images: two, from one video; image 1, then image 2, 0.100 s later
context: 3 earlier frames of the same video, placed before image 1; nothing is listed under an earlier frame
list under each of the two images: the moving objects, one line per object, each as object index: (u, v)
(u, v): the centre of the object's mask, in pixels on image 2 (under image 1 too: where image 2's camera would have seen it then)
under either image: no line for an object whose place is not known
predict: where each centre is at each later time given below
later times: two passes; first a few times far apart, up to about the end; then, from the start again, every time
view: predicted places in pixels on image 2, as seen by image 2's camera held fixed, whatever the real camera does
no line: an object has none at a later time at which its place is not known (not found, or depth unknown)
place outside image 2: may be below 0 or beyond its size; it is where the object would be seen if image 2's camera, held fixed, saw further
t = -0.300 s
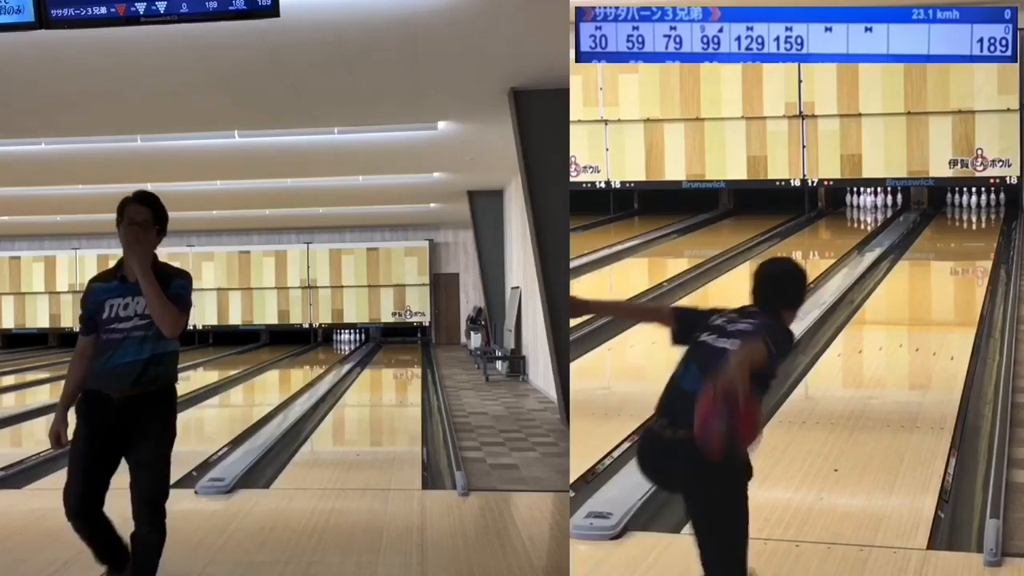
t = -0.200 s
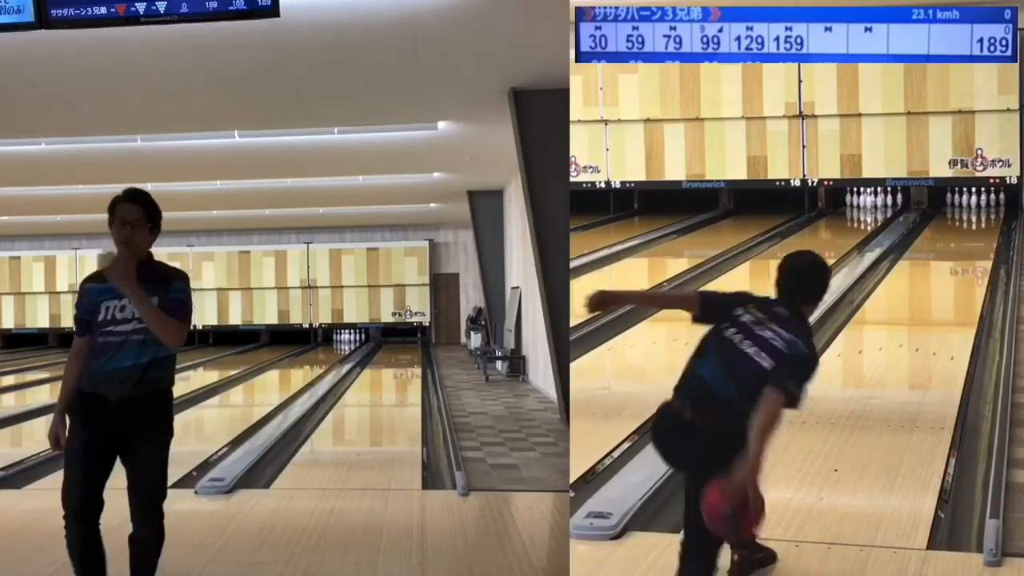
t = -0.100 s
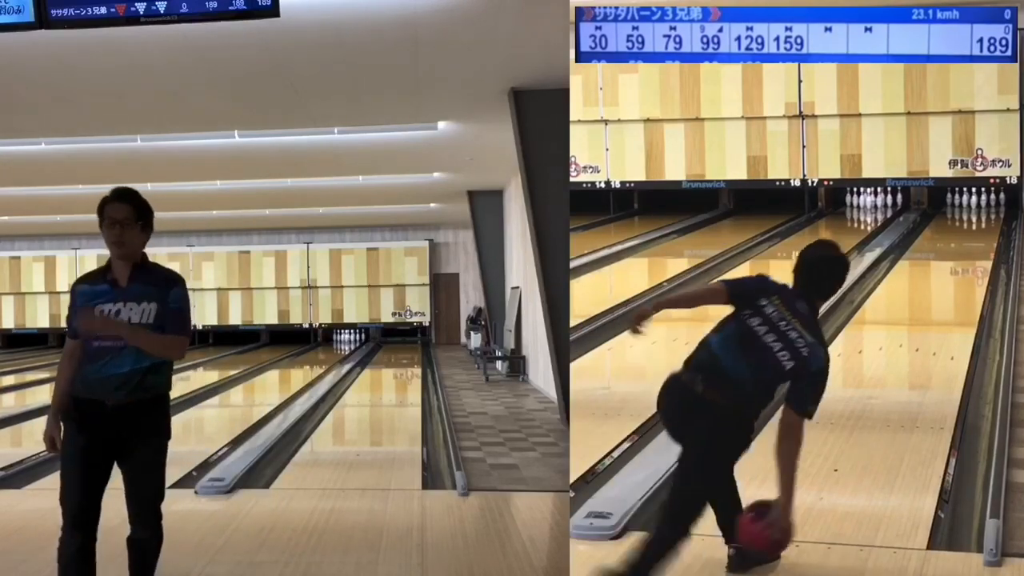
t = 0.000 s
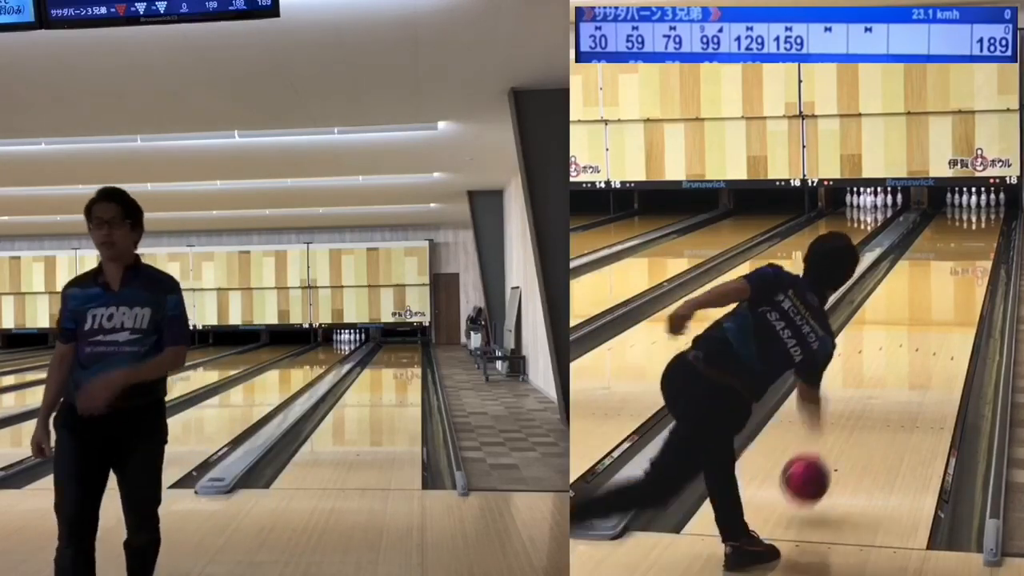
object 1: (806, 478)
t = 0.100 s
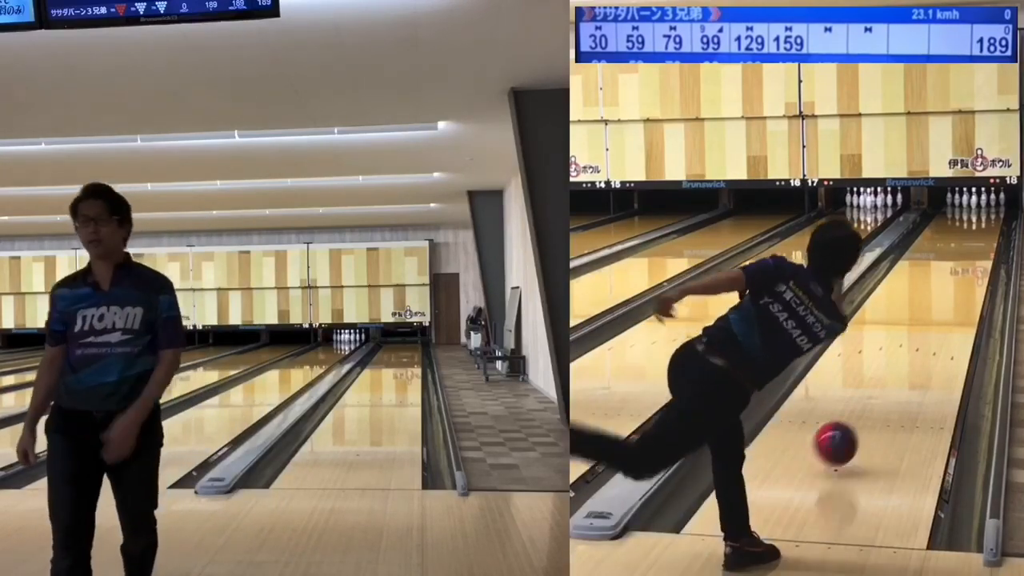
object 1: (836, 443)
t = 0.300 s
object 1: (879, 391)
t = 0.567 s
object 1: (917, 333)
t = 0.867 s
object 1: (945, 291)
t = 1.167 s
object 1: (962, 262)
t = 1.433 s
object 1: (973, 244)
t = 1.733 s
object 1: (981, 227)
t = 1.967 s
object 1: (984, 217)
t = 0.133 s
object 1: (845, 437)
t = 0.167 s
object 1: (852, 429)
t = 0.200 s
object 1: (860, 417)
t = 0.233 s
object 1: (867, 408)
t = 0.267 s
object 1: (874, 399)
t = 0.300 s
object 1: (879, 391)
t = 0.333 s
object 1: (885, 382)
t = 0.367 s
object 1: (891, 373)
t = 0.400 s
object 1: (896, 366)
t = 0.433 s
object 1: (901, 359)
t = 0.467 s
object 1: (905, 351)
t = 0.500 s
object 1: (910, 345)
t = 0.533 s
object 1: (914, 339)
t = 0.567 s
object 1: (917, 333)
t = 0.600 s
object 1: (921, 328)
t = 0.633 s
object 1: (925, 322)
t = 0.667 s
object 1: (928, 317)
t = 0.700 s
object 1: (931, 313)
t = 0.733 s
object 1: (934, 308)
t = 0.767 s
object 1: (937, 304)
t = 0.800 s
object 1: (940, 299)
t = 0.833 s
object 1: (942, 295)
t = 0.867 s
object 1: (945, 291)
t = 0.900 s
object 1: (947, 288)
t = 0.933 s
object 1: (949, 284)
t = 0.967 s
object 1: (952, 280)
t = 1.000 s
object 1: (953, 277)
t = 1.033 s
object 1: (956, 274)
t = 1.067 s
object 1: (957, 271)
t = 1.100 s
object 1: (959, 268)
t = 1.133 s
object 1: (961, 265)
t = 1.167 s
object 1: (962, 262)
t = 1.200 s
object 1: (964, 260)
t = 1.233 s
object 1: (966, 257)
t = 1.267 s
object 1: (967, 255)
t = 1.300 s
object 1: (969, 252)
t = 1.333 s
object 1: (970, 250)
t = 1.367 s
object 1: (971, 248)
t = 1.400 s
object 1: (972, 246)
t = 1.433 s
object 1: (973, 244)
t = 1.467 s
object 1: (974, 242)
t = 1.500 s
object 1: (976, 239)
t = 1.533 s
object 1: (977, 238)
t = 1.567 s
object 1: (978, 236)
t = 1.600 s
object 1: (979, 234)
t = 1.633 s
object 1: (979, 232)
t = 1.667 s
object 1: (980, 230)
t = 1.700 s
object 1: (981, 229)
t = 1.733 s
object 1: (981, 227)
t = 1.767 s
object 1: (982, 226)
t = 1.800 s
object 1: (982, 225)
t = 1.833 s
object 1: (983, 223)
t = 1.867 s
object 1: (983, 222)
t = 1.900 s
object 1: (983, 220)
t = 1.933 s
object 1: (984, 218)
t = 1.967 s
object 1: (984, 217)
